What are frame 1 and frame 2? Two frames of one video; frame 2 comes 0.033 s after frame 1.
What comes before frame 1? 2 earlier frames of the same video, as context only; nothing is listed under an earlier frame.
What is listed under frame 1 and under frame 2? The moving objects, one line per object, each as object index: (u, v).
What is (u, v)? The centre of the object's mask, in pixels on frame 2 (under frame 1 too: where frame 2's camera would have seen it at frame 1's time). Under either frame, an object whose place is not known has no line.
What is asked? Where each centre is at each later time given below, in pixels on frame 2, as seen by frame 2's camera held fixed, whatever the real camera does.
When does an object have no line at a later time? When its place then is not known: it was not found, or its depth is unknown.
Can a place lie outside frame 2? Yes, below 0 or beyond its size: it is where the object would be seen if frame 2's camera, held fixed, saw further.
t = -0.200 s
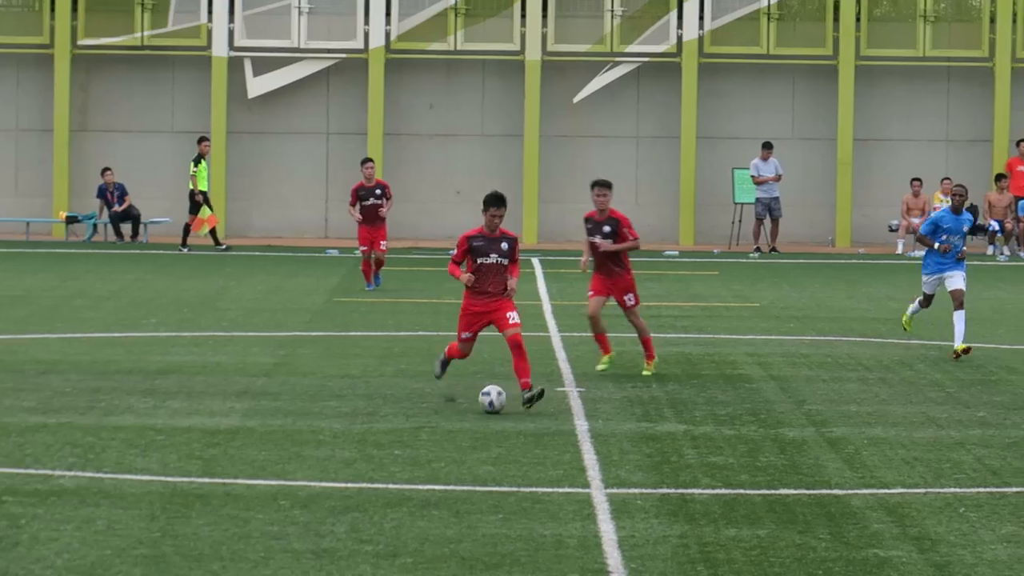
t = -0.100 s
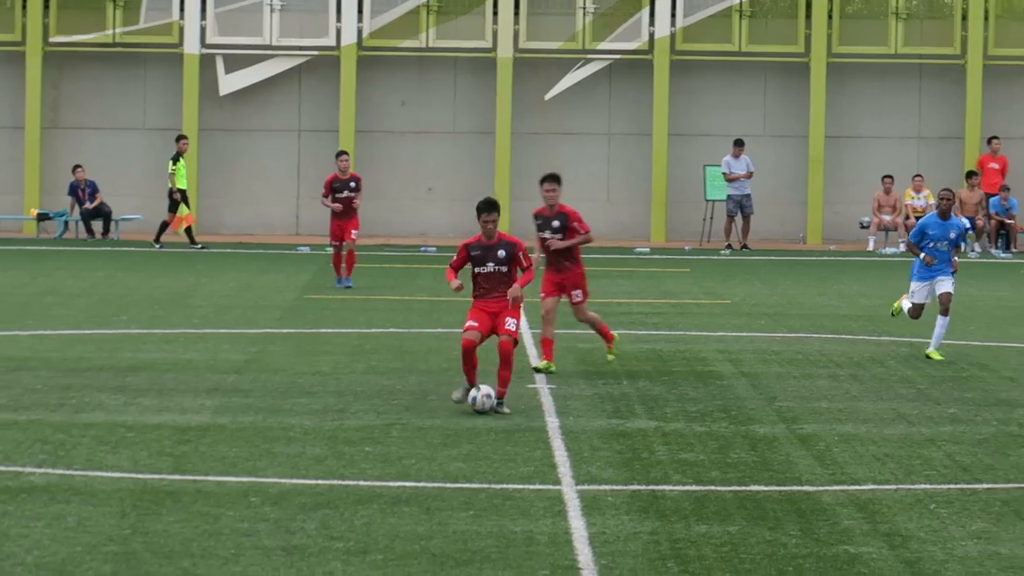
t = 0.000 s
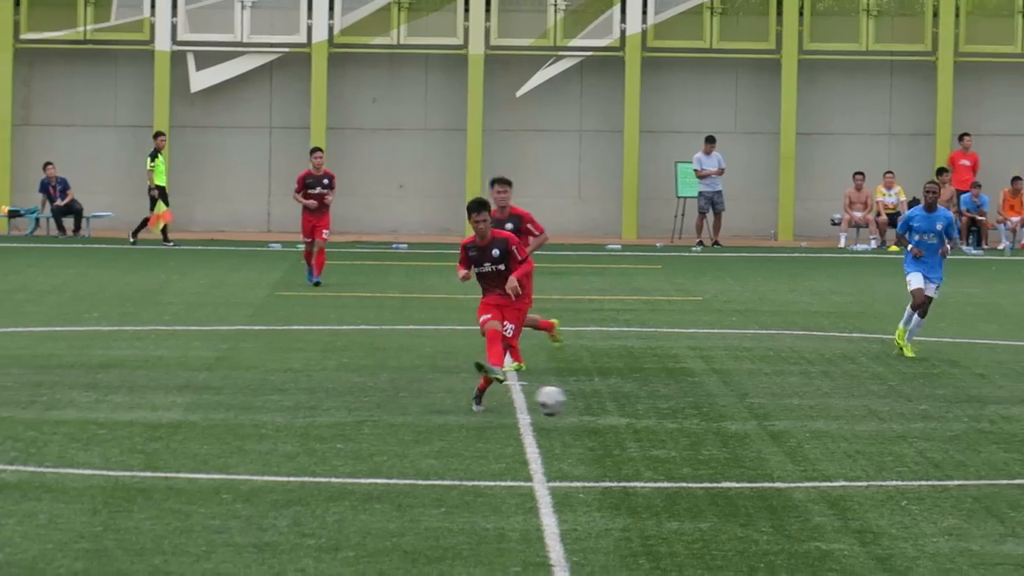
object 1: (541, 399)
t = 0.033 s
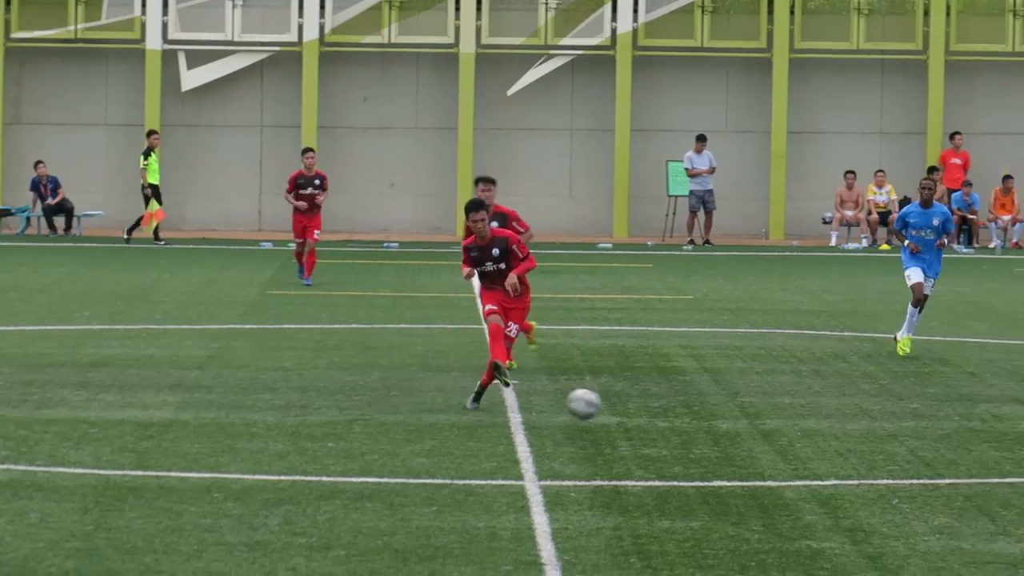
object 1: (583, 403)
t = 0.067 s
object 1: (628, 408)
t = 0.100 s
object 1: (674, 415)
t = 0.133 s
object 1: (723, 423)
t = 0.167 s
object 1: (772, 434)
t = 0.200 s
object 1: (824, 445)
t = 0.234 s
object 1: (878, 459)
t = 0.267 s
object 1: (937, 475)
